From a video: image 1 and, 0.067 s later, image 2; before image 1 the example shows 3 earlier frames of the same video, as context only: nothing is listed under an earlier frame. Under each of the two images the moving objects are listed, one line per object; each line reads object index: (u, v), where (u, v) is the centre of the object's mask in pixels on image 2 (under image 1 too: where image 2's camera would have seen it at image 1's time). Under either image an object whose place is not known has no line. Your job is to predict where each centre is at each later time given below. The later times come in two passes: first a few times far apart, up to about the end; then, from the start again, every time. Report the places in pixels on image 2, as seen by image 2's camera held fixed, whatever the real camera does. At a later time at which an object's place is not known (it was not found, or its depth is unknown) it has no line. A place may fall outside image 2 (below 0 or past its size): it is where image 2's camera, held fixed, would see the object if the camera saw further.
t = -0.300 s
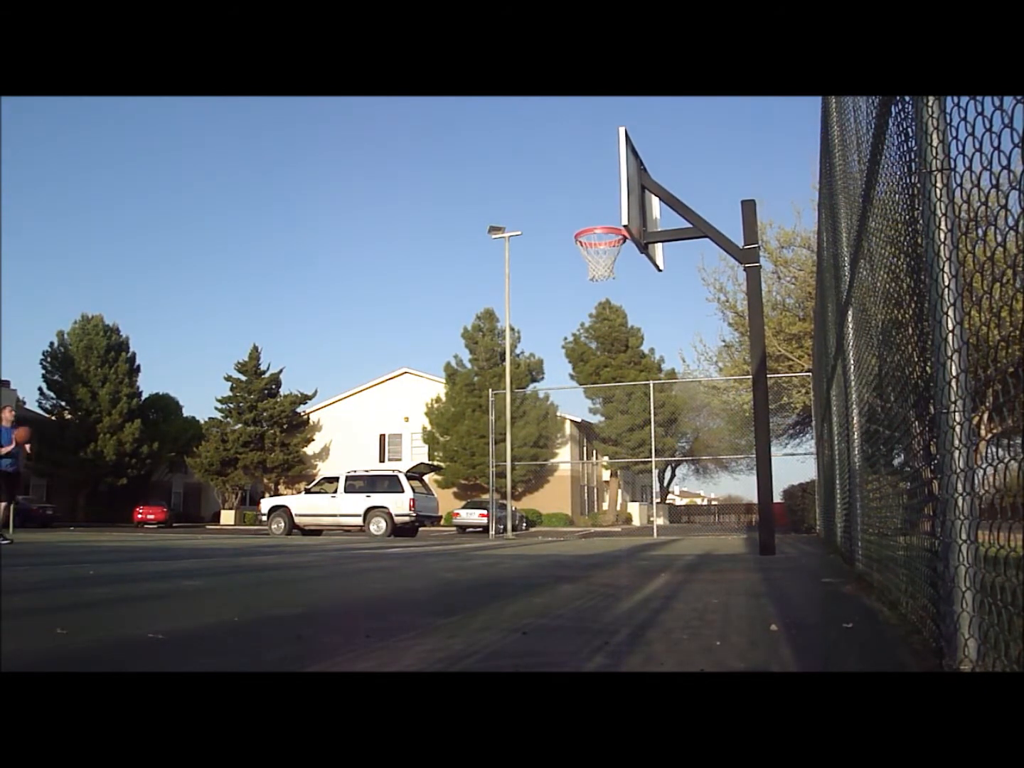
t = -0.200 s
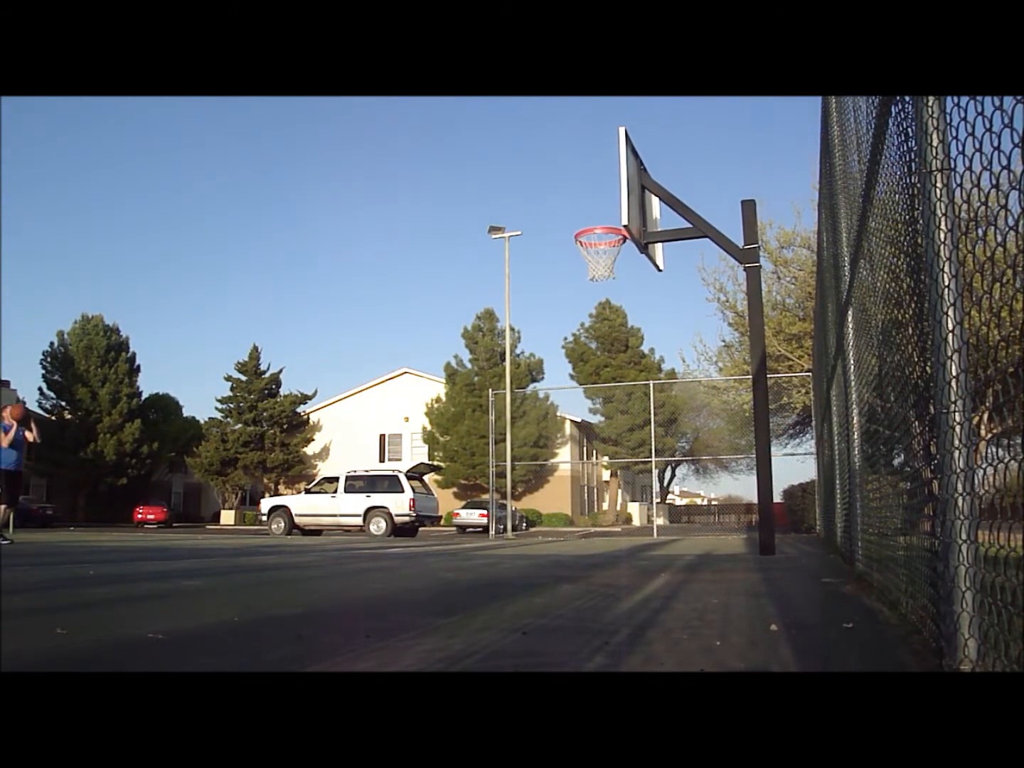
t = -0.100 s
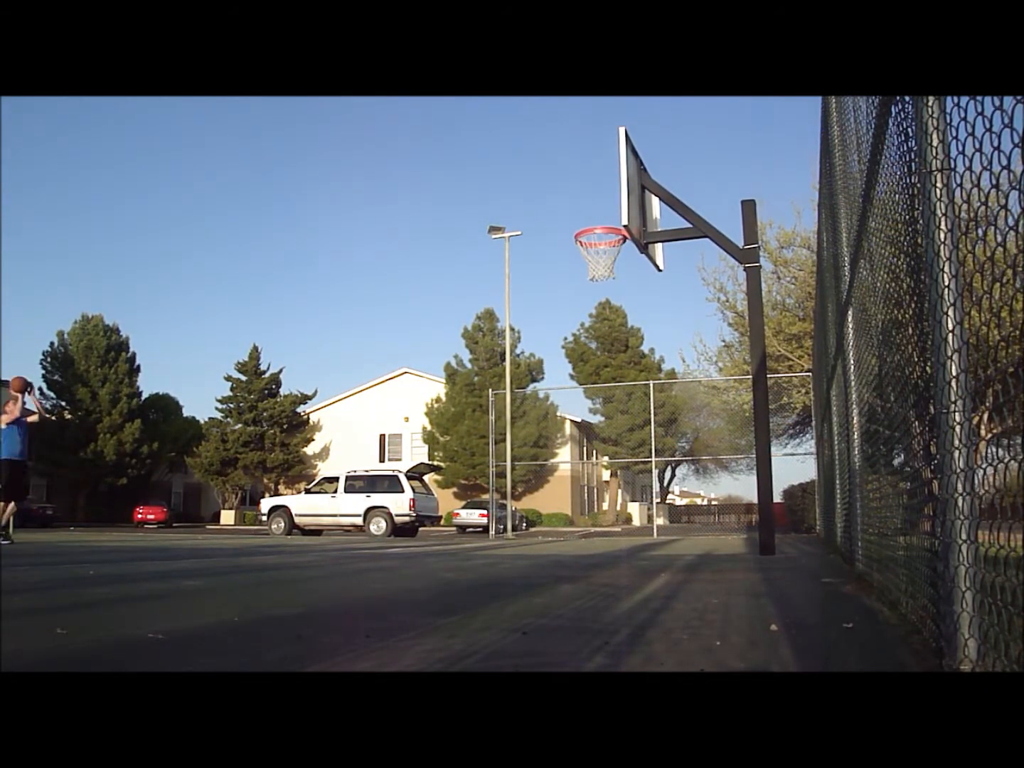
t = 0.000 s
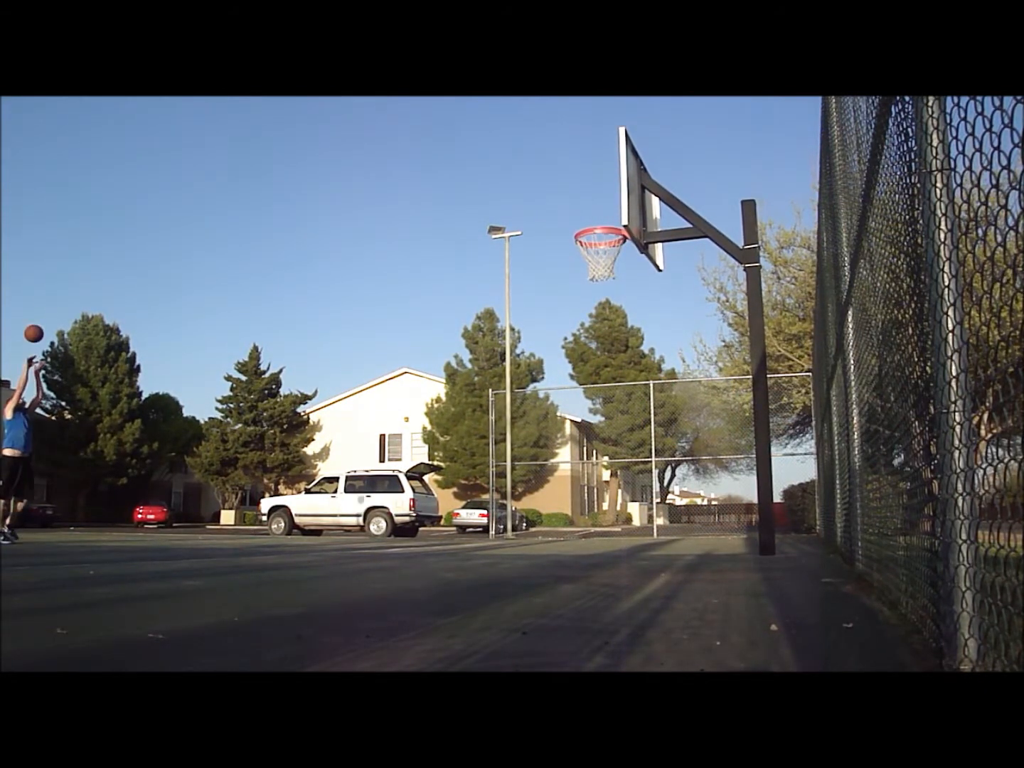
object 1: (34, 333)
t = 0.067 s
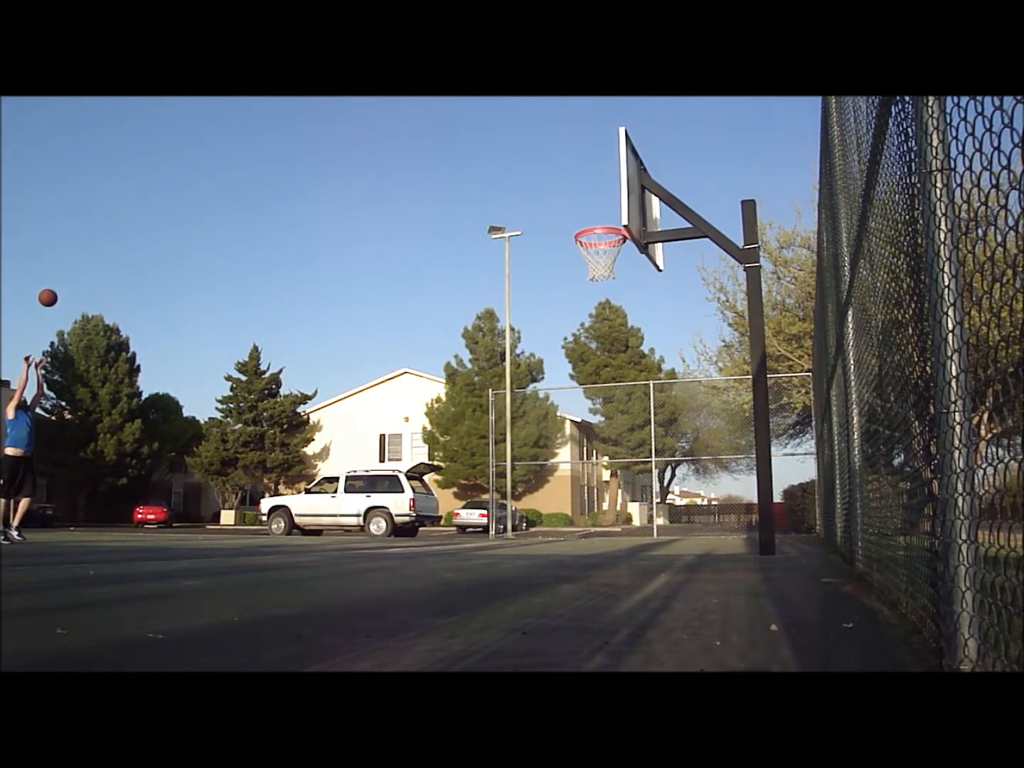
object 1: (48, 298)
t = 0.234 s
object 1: (82, 221)
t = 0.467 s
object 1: (130, 145)
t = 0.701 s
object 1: (177, 107)
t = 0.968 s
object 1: (229, 113)
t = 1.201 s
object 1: (273, 166)
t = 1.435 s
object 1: (322, 273)
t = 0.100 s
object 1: (55, 281)
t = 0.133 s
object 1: (61, 265)
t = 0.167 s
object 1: (68, 249)
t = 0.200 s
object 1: (75, 235)
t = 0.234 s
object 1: (82, 221)
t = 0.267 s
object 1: (89, 208)
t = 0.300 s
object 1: (96, 195)
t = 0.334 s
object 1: (103, 184)
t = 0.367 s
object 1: (109, 173)
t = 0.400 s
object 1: (116, 163)
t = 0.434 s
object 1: (123, 153)
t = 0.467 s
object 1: (130, 145)
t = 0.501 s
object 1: (137, 137)
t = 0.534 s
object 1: (144, 130)
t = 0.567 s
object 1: (150, 124)
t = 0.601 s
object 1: (157, 118)
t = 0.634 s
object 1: (164, 114)
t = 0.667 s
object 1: (170, 110)
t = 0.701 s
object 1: (177, 107)
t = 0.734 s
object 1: (183, 105)
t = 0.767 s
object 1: (190, 104)
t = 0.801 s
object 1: (196, 104)
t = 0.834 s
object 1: (203, 104)
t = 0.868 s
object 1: (209, 105)
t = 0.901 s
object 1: (215, 106)
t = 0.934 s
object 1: (222, 109)
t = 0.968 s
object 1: (229, 113)
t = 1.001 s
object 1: (235, 118)
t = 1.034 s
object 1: (241, 123)
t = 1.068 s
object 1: (247, 130)
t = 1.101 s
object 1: (254, 137)
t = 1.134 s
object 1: (260, 146)
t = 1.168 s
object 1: (267, 156)
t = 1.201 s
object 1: (273, 166)
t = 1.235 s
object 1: (280, 178)
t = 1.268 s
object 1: (286, 191)
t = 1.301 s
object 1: (293, 205)
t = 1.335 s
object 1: (300, 220)
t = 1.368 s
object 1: (307, 236)
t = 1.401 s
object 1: (314, 254)
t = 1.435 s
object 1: (322, 273)
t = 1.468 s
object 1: (329, 293)
